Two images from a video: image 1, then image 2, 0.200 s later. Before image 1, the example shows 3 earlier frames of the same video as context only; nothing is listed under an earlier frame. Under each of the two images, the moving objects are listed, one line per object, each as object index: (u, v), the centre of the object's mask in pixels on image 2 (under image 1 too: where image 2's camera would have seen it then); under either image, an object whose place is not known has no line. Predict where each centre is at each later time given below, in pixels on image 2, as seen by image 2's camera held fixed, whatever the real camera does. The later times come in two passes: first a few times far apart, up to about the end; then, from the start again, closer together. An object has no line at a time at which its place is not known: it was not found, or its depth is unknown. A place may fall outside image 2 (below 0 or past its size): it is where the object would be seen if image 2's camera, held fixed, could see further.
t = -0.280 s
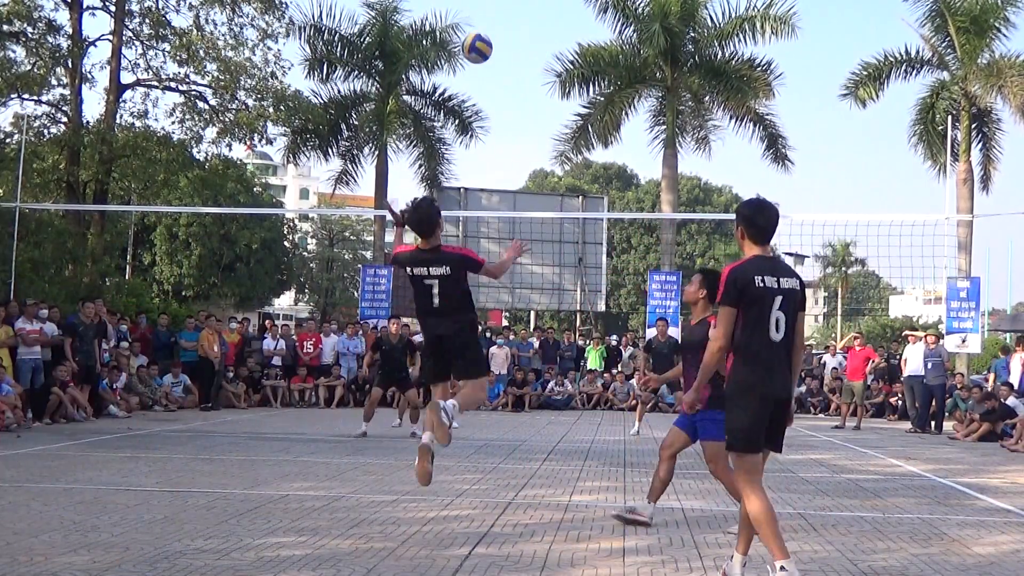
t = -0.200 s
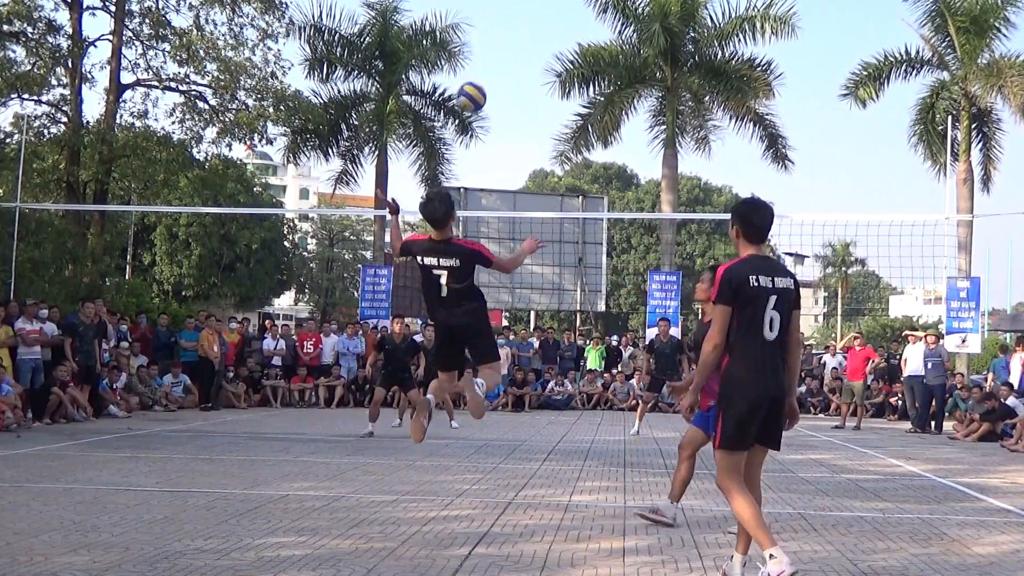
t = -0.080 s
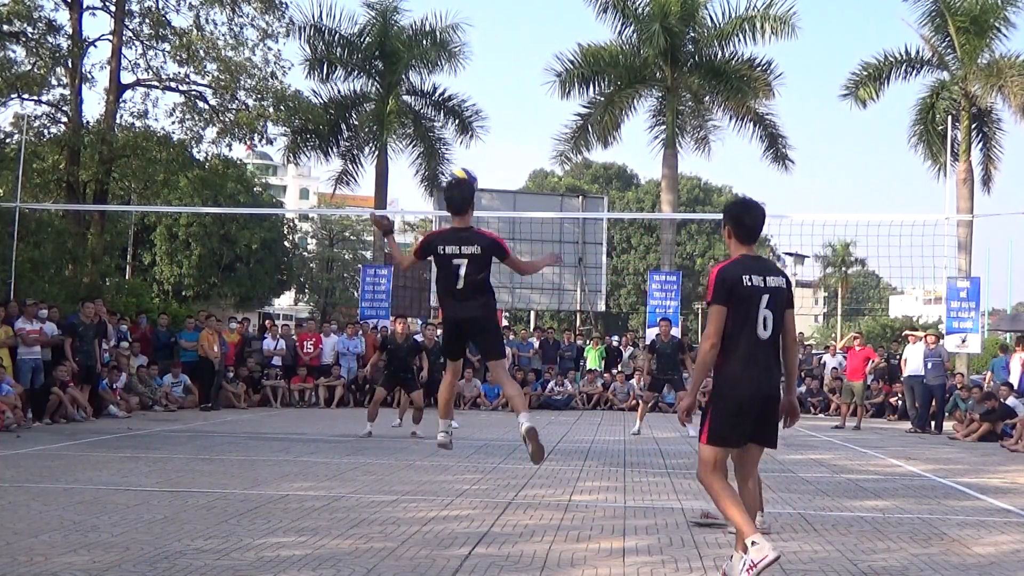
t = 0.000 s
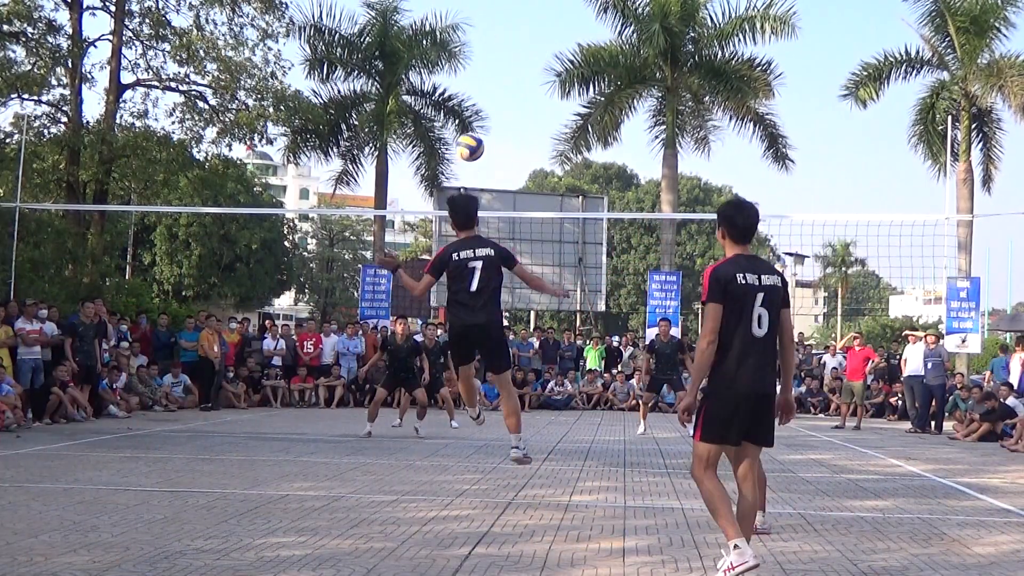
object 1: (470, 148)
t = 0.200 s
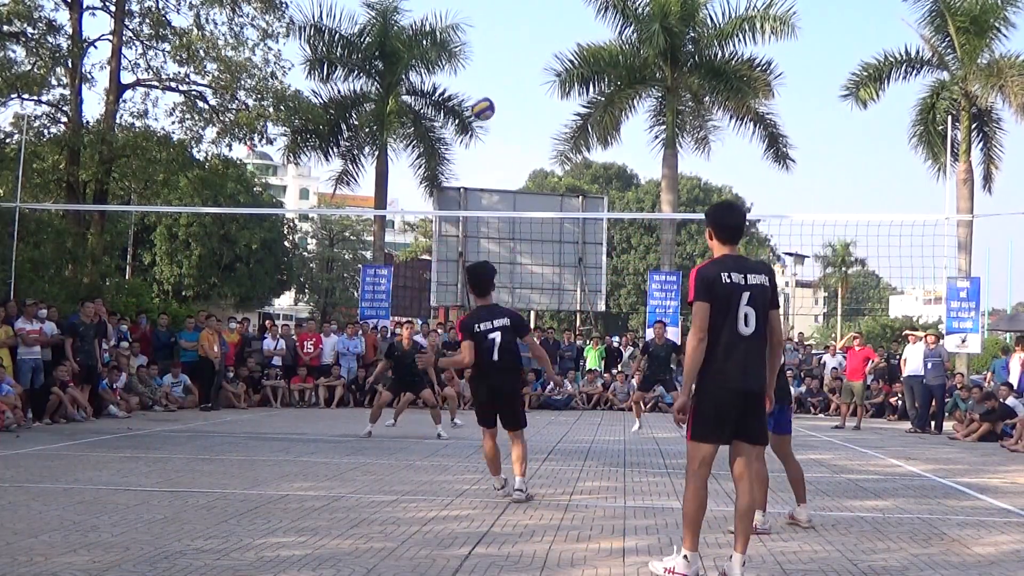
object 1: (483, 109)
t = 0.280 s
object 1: (487, 109)
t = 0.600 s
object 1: (503, 170)
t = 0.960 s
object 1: (520, 304)
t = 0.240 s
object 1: (485, 108)
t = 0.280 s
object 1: (487, 109)
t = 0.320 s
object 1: (489, 112)
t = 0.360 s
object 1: (491, 117)
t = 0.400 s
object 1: (493, 123)
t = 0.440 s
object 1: (495, 130)
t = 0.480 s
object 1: (498, 138)
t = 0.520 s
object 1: (500, 148)
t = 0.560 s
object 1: (502, 159)
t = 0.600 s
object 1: (503, 170)
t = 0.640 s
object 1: (505, 182)
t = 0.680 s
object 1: (507, 196)
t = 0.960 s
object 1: (520, 304)
